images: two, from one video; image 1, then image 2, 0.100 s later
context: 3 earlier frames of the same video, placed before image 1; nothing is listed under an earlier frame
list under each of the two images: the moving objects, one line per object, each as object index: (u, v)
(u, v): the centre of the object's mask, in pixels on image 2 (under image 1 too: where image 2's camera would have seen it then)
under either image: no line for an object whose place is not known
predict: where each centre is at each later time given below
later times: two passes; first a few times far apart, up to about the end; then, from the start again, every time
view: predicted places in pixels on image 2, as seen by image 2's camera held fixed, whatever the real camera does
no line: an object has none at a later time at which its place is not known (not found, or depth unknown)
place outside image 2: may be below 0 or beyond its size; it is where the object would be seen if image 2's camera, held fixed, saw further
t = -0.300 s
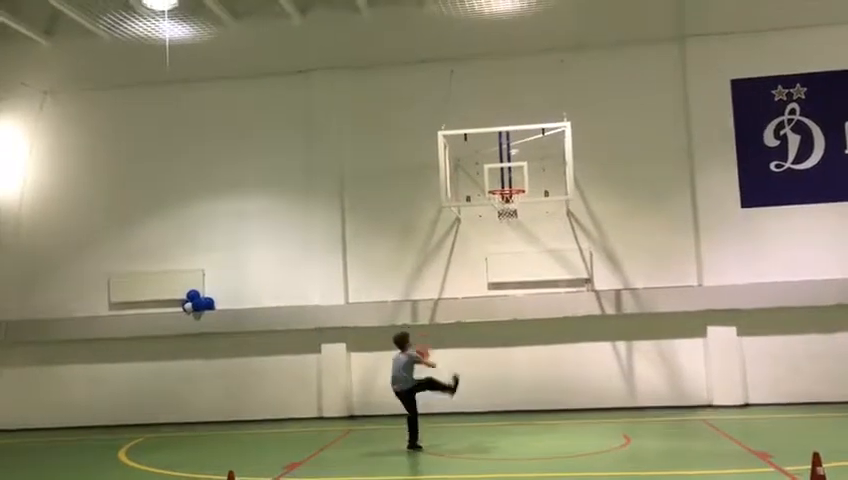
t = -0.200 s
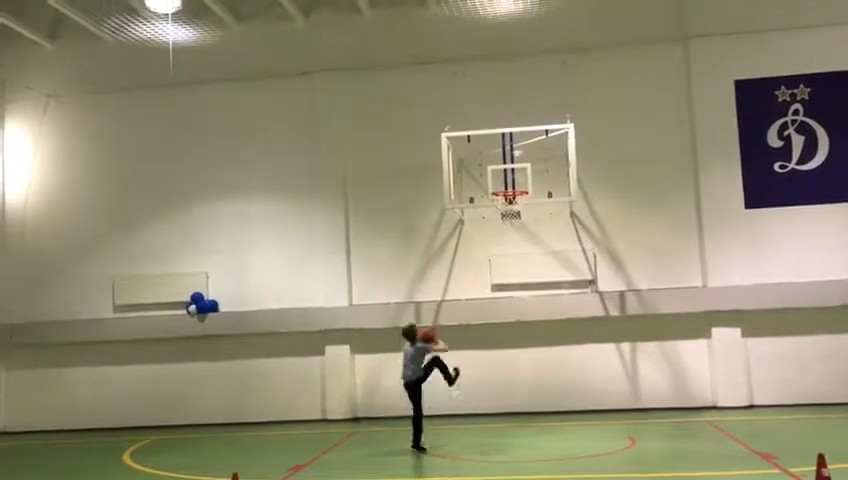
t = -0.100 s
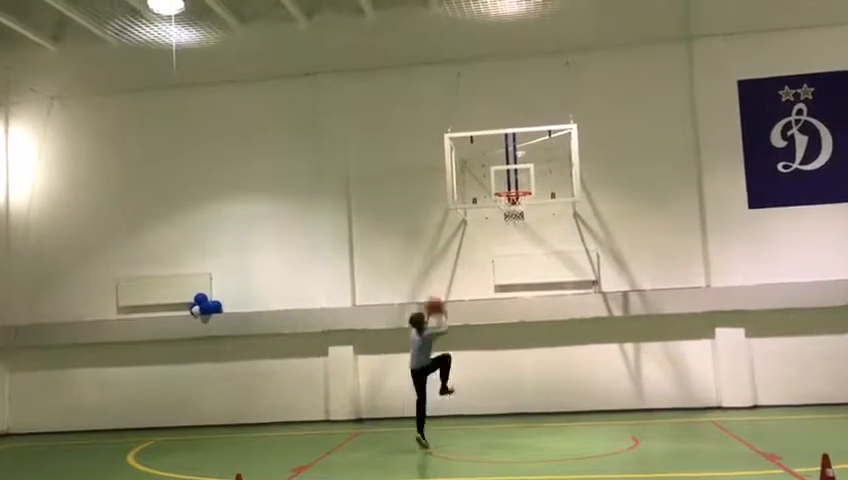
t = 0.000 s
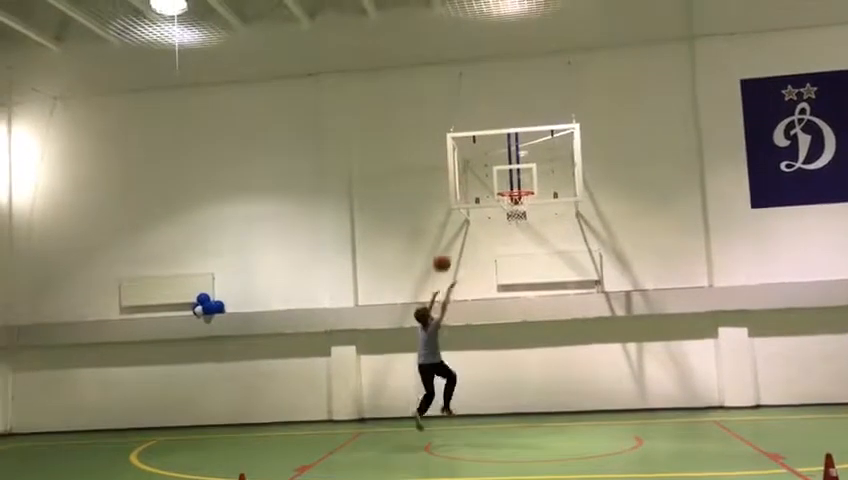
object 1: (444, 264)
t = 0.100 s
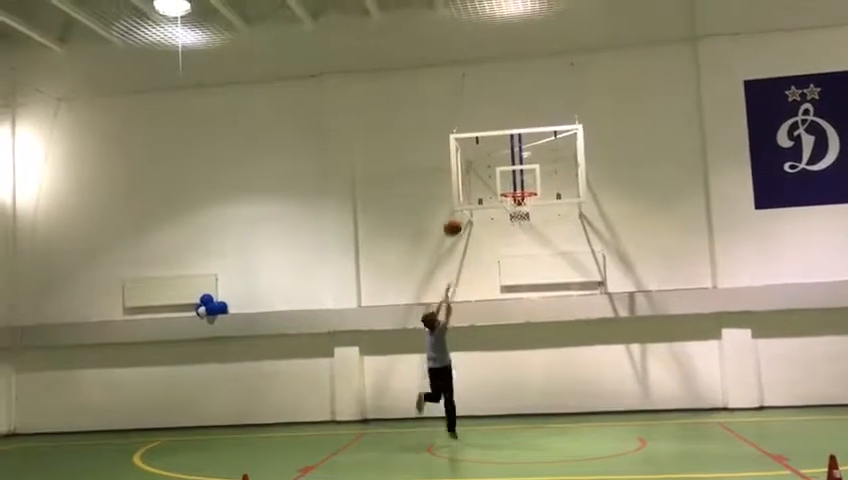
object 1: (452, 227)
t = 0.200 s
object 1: (459, 198)
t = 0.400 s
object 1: (474, 167)
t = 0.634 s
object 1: (492, 164)
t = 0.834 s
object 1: (497, 182)
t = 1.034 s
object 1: (476, 176)
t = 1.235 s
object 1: (456, 195)
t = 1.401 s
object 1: (442, 234)
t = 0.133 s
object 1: (454, 217)
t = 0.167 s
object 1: (456, 207)
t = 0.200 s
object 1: (459, 198)
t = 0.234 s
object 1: (462, 192)
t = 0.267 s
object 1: (464, 185)
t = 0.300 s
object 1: (467, 179)
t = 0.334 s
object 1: (469, 175)
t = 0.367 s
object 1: (472, 171)
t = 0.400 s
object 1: (474, 167)
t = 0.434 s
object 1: (477, 165)
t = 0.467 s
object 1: (480, 161)
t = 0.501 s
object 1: (482, 161)
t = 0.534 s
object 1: (486, 160)
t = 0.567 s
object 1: (488, 161)
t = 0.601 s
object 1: (490, 162)
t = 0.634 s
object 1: (492, 164)
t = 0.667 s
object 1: (493, 166)
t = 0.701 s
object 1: (494, 169)
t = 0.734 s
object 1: (496, 173)
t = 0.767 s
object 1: (497, 177)
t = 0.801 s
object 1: (497, 181)
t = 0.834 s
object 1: (497, 182)
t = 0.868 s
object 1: (494, 182)
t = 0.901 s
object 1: (490, 181)
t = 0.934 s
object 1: (486, 178)
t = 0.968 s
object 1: (483, 177)
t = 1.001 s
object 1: (480, 176)
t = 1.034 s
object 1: (476, 176)
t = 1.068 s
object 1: (473, 178)
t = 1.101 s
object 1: (470, 179)
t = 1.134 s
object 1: (466, 181)
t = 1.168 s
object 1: (463, 185)
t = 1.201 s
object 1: (460, 190)
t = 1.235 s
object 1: (456, 195)
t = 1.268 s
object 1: (453, 201)
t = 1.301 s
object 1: (450, 208)
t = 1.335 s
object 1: (447, 215)
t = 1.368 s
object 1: (444, 224)
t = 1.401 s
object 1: (442, 234)
